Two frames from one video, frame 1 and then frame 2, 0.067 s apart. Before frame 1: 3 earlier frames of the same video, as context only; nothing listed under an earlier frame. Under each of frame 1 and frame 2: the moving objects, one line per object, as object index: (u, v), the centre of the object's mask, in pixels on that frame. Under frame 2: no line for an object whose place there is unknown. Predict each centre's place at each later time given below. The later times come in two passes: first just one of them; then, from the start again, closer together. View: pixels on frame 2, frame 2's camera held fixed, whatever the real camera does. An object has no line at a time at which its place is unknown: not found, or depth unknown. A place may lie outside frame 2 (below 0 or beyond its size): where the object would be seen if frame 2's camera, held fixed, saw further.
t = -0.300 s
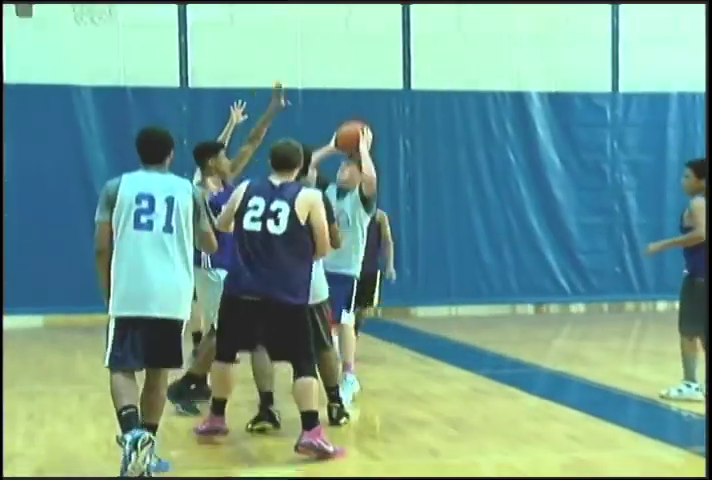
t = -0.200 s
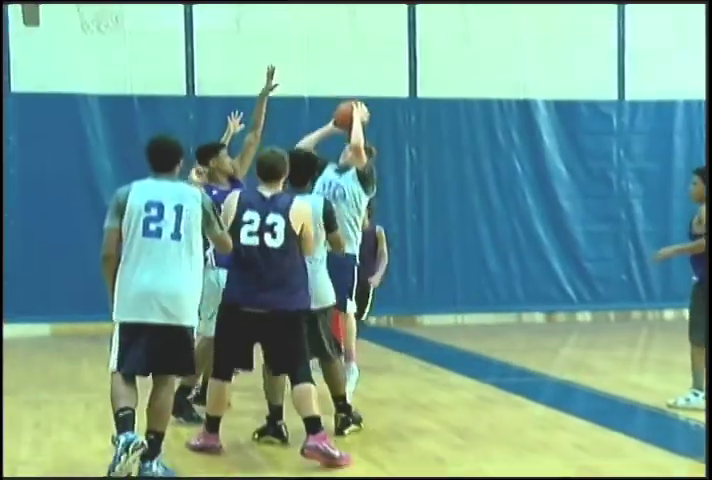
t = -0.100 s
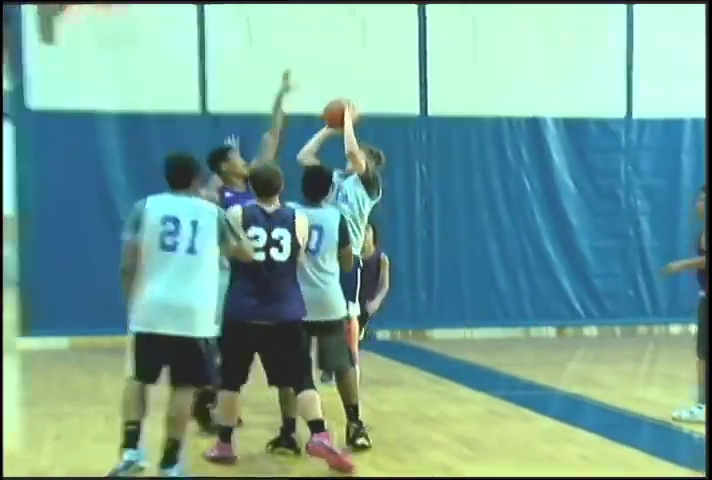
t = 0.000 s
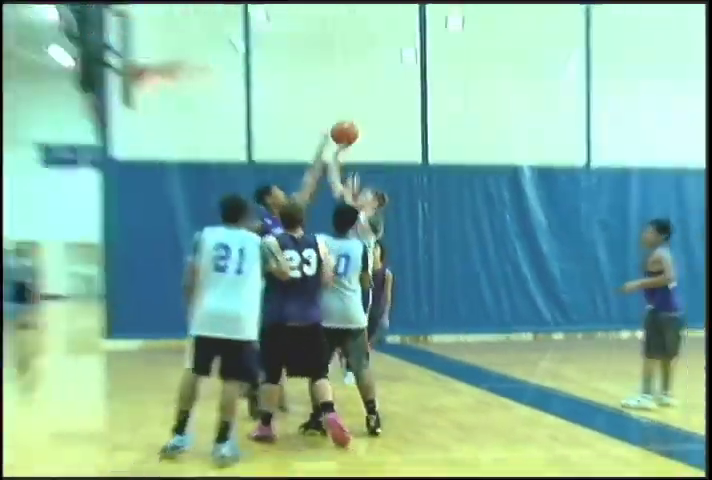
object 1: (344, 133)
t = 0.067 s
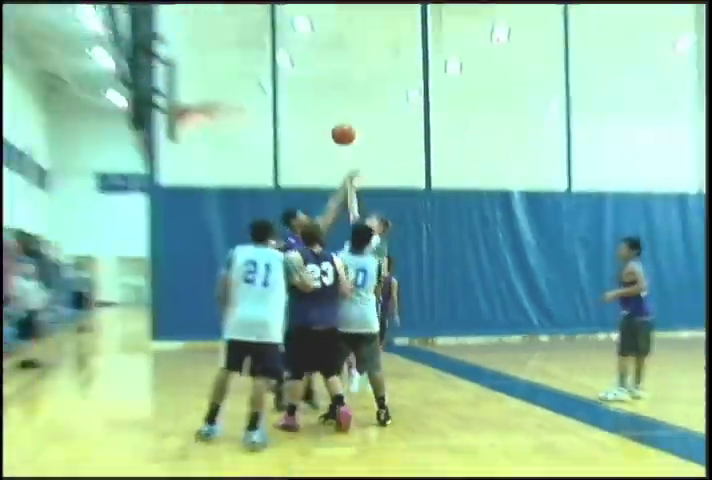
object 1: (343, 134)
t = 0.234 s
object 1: (306, 83)
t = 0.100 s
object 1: (336, 121)
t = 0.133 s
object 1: (328, 111)
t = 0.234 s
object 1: (306, 83)
